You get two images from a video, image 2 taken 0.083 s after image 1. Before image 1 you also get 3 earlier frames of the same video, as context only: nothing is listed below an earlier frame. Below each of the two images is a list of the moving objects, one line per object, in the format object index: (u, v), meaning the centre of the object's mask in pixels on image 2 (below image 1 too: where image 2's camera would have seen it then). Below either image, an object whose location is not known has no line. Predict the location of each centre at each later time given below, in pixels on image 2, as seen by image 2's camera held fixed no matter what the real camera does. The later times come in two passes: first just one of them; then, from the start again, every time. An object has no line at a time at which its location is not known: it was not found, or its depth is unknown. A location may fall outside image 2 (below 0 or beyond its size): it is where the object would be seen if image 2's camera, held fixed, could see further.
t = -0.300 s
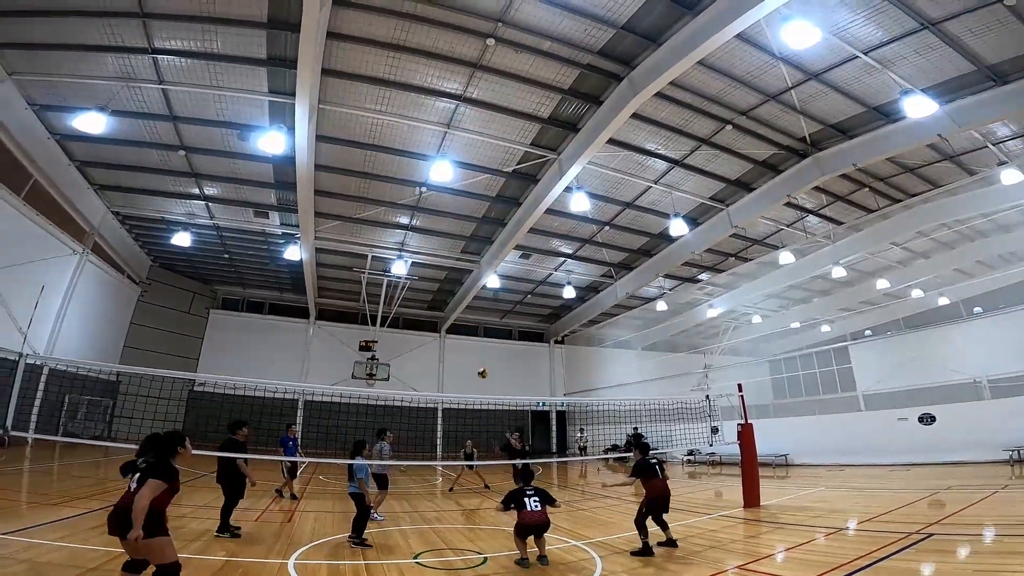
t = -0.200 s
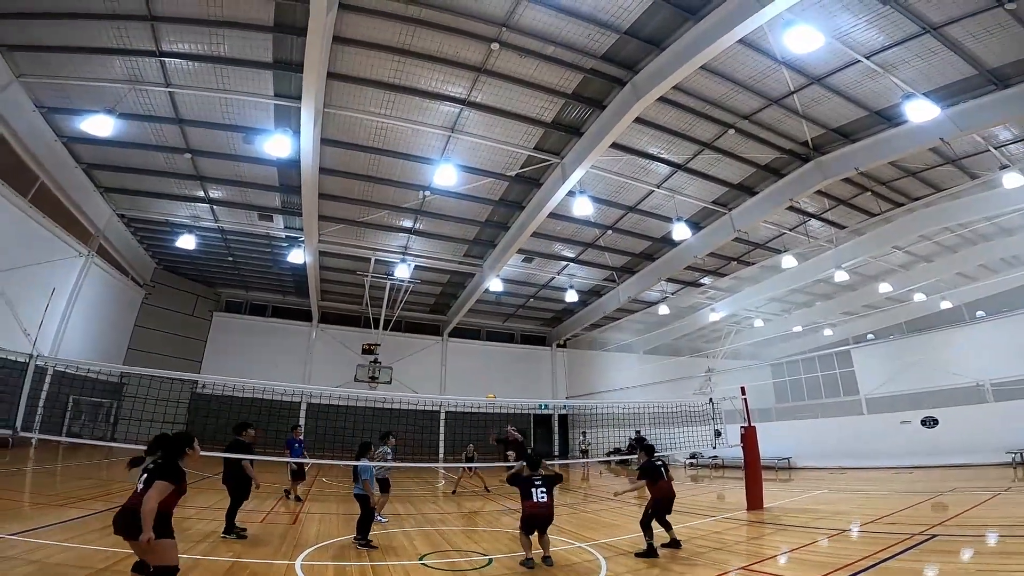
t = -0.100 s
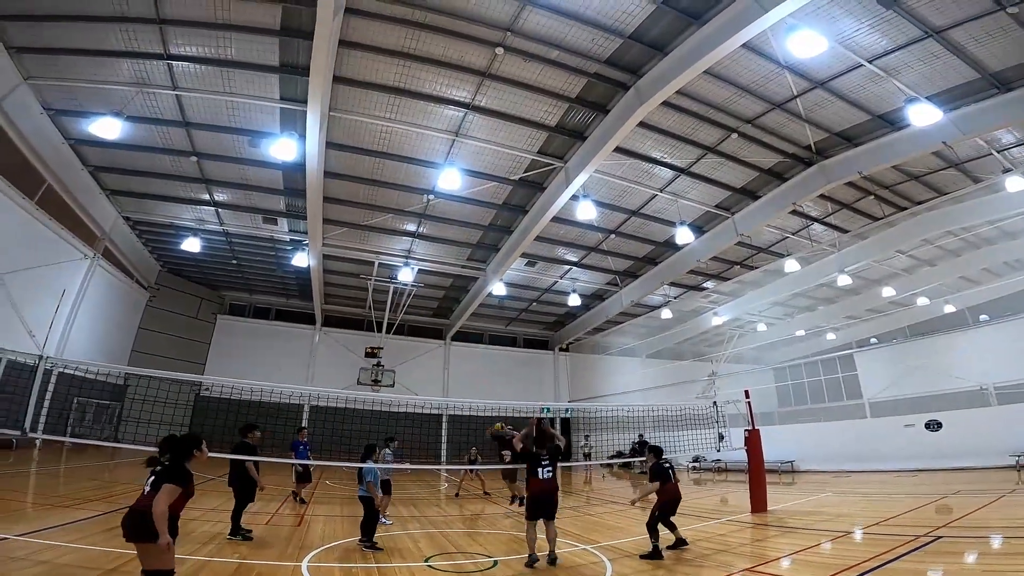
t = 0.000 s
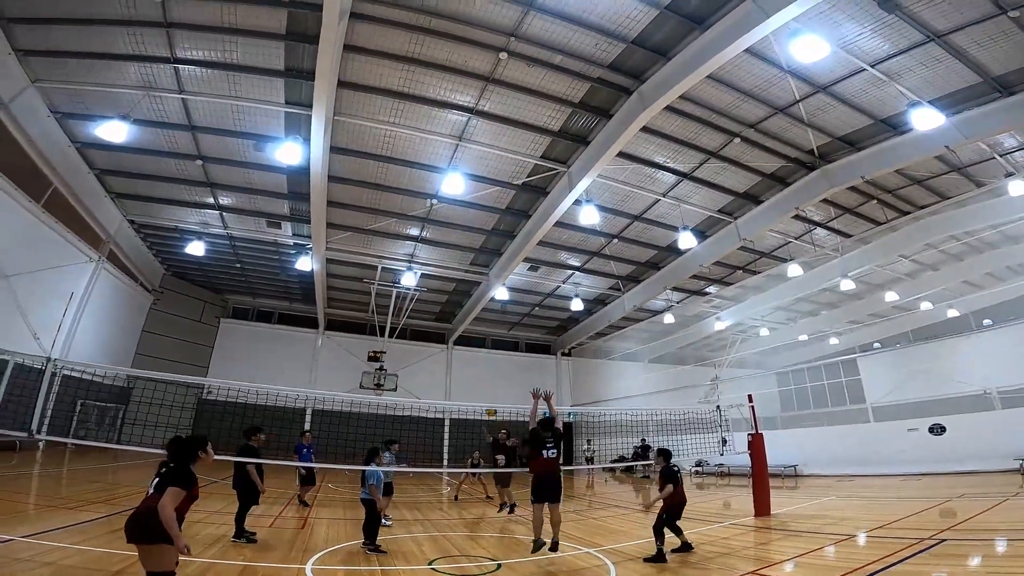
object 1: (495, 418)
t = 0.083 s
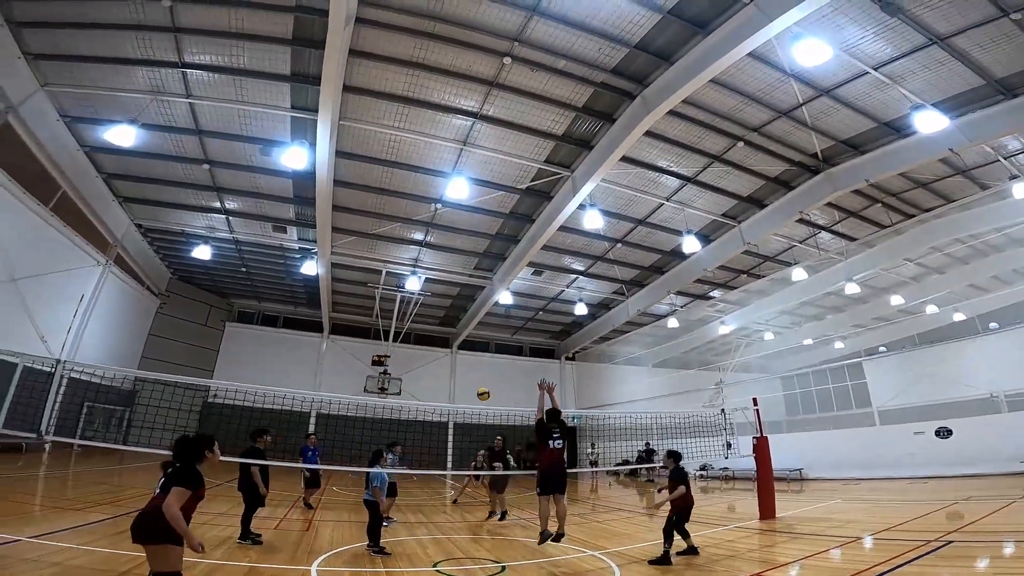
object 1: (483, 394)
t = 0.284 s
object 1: (451, 342)
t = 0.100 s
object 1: (481, 390)
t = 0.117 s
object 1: (479, 386)
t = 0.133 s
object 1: (476, 382)
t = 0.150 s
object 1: (473, 377)
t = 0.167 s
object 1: (471, 373)
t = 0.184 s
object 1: (468, 368)
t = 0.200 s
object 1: (465, 364)
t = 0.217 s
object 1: (463, 359)
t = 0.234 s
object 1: (460, 355)
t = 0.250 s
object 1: (457, 350)
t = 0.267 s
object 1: (454, 346)
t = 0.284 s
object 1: (451, 342)
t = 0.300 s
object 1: (448, 338)
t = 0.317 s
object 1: (445, 334)
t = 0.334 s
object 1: (443, 330)
